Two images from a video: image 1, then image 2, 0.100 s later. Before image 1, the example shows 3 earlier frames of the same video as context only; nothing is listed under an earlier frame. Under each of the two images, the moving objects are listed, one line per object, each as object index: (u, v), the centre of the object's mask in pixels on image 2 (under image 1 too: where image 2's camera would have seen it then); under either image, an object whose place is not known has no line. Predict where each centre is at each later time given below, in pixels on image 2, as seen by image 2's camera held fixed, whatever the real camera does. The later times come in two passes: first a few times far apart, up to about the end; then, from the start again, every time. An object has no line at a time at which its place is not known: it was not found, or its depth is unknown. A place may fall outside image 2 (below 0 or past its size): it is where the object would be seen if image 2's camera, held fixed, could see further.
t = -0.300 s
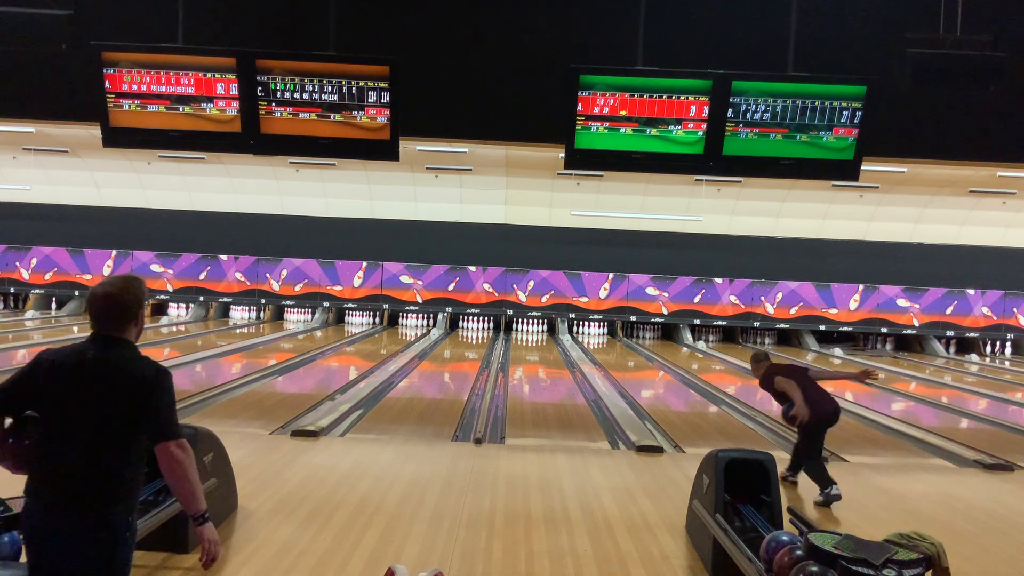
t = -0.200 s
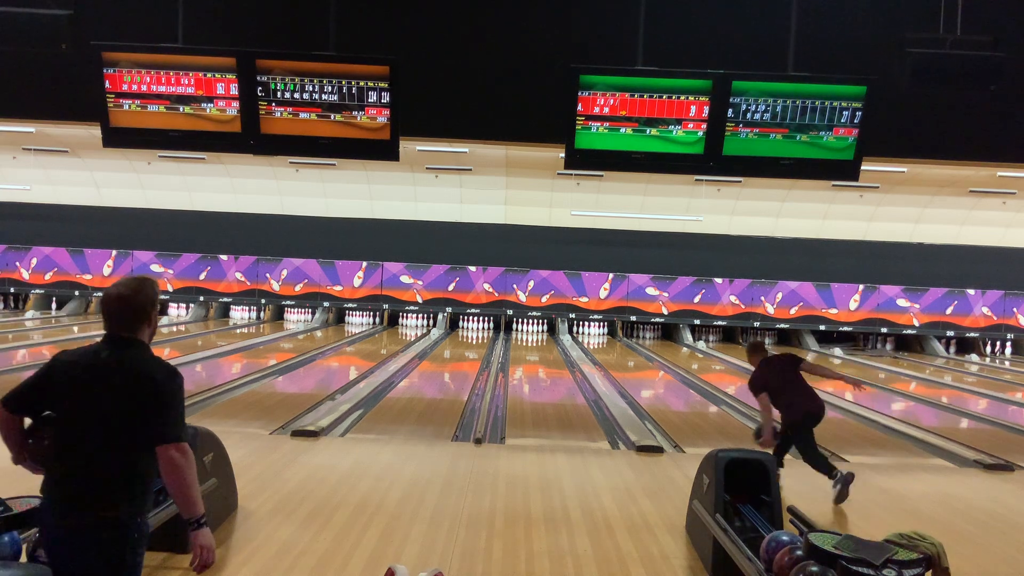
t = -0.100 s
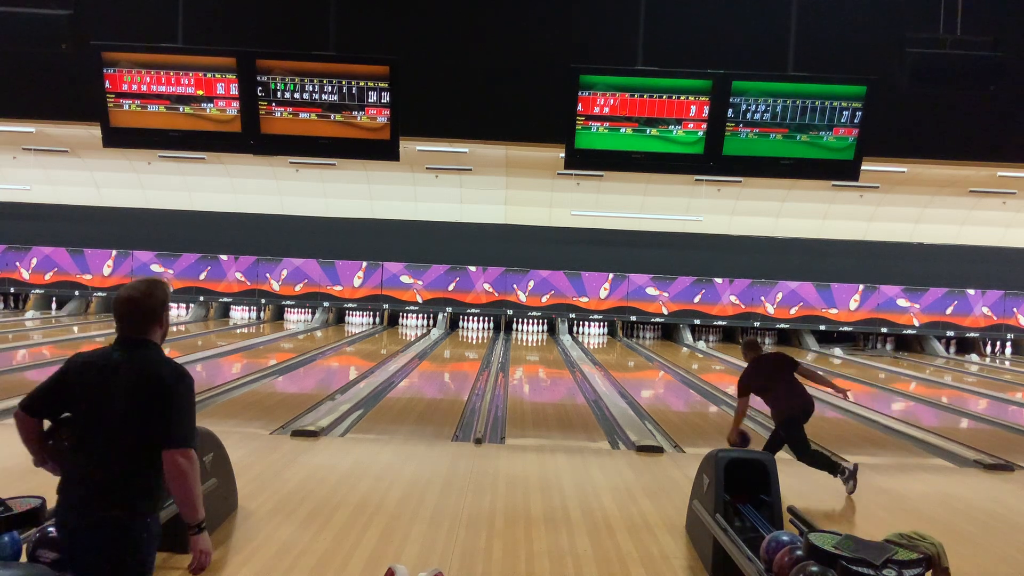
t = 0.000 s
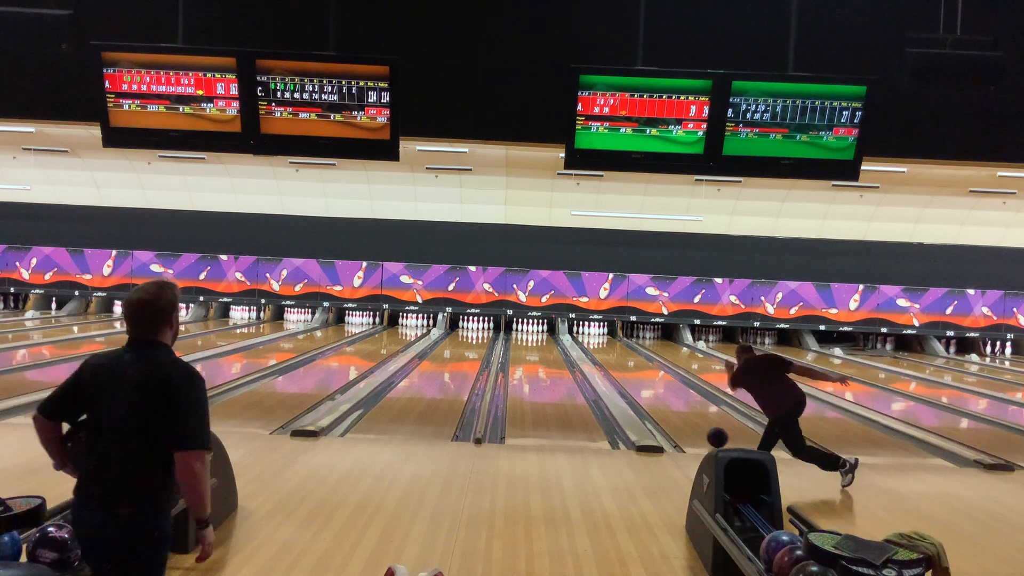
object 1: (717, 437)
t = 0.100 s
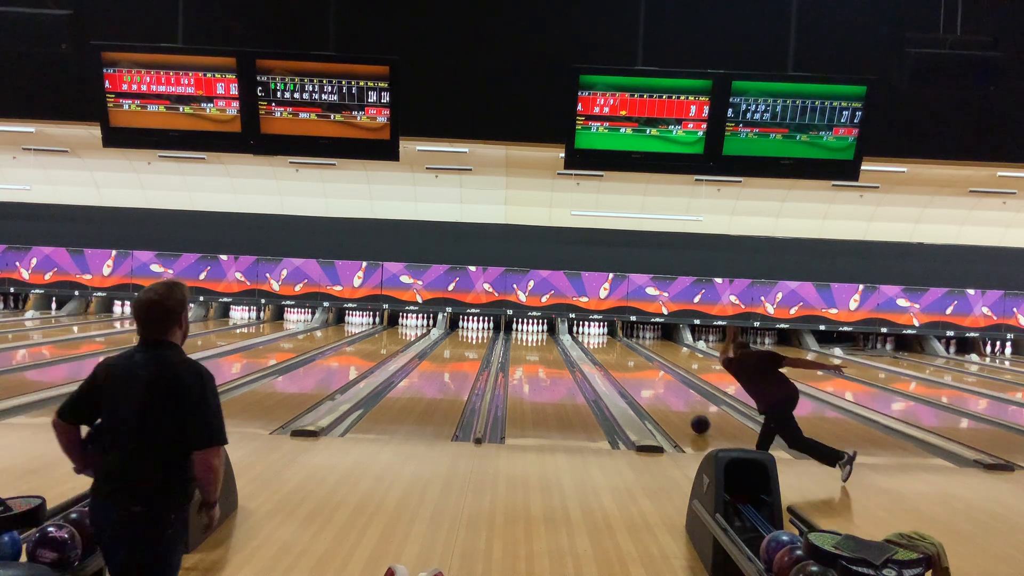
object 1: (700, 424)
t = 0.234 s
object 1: (681, 410)
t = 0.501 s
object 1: (653, 389)
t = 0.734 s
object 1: (635, 376)
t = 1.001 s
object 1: (620, 363)
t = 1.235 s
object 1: (609, 355)
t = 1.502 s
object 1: (601, 347)
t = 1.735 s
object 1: (595, 342)
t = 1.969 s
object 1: (591, 337)
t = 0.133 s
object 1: (695, 421)
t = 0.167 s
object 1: (691, 417)
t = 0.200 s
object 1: (686, 414)
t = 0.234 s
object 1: (681, 410)
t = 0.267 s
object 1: (678, 407)
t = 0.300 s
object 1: (673, 405)
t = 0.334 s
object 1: (669, 402)
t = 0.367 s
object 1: (666, 399)
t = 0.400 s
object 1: (663, 396)
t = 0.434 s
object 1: (659, 394)
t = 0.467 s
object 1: (656, 392)
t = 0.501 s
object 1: (653, 389)
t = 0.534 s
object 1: (650, 387)
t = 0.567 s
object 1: (648, 385)
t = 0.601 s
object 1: (645, 383)
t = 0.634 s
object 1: (642, 381)
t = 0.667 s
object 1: (640, 379)
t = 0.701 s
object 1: (638, 378)
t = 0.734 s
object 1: (635, 376)
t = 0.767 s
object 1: (633, 374)
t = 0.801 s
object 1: (631, 372)
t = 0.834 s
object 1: (629, 371)
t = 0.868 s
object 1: (627, 369)
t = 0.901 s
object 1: (625, 368)
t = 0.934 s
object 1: (624, 366)
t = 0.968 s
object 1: (622, 365)
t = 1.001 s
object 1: (620, 363)
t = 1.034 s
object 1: (618, 362)
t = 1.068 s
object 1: (617, 361)
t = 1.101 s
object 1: (616, 359)
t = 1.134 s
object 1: (614, 358)
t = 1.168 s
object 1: (612, 357)
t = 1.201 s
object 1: (611, 356)
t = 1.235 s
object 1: (609, 355)
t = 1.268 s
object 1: (608, 354)
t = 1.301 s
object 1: (607, 353)
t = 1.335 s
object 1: (606, 352)
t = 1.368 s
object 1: (605, 351)
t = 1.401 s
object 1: (604, 350)
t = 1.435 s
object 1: (603, 349)
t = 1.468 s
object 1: (602, 348)
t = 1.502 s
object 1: (601, 347)
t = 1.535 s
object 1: (600, 346)
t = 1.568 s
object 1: (599, 346)
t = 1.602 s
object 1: (598, 345)
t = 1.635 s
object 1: (597, 344)
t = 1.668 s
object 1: (596, 343)
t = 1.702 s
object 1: (595, 343)
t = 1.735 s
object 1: (595, 342)
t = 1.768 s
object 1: (594, 341)
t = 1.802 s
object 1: (594, 341)
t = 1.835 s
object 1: (593, 340)
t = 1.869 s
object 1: (593, 339)
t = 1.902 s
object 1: (592, 338)
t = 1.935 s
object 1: (592, 338)
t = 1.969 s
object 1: (591, 337)
